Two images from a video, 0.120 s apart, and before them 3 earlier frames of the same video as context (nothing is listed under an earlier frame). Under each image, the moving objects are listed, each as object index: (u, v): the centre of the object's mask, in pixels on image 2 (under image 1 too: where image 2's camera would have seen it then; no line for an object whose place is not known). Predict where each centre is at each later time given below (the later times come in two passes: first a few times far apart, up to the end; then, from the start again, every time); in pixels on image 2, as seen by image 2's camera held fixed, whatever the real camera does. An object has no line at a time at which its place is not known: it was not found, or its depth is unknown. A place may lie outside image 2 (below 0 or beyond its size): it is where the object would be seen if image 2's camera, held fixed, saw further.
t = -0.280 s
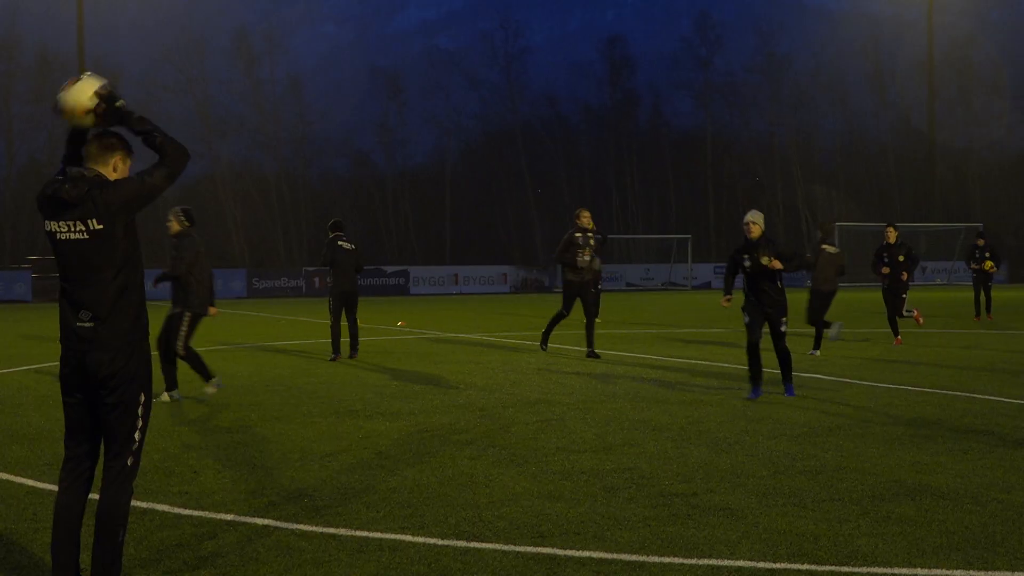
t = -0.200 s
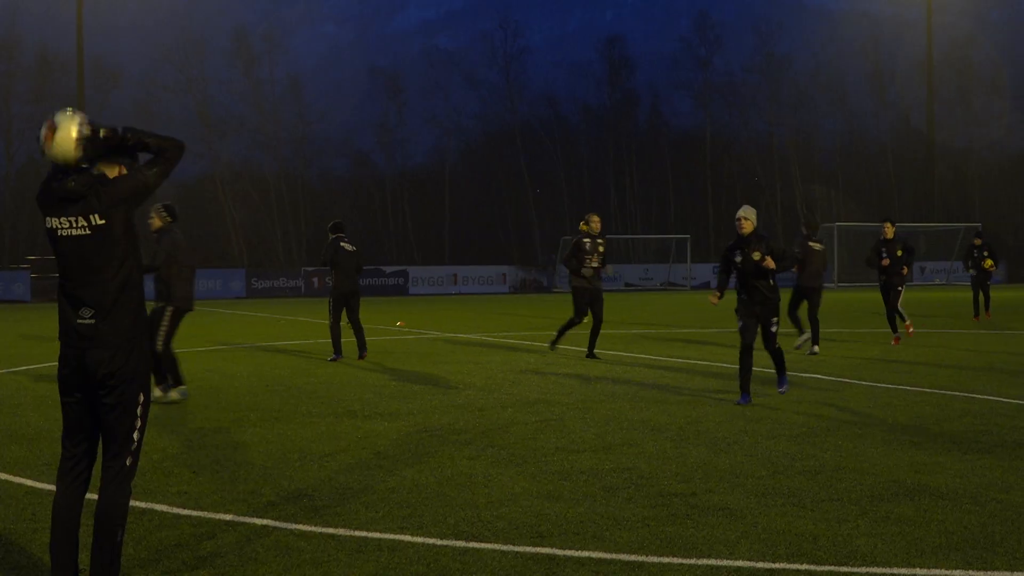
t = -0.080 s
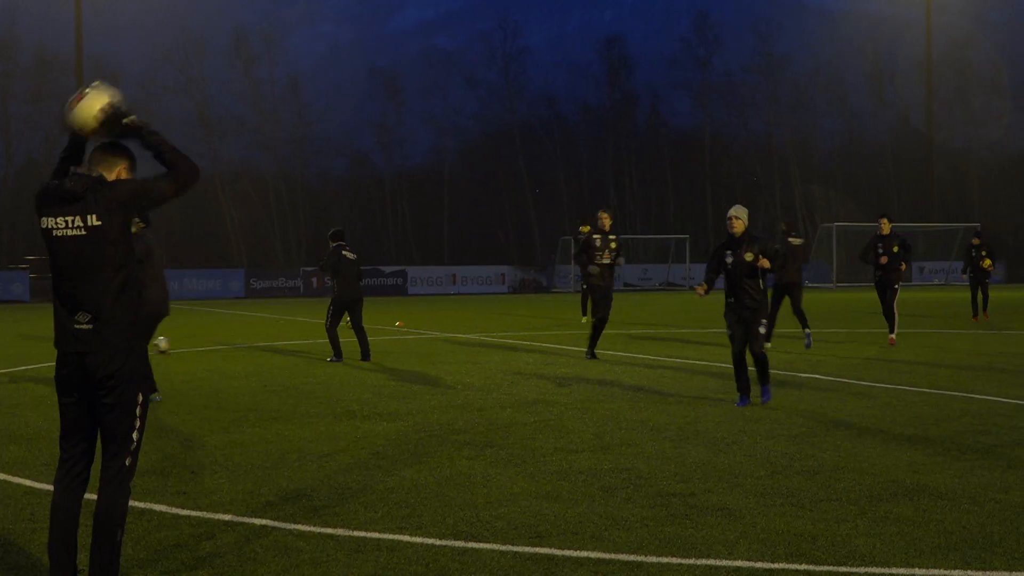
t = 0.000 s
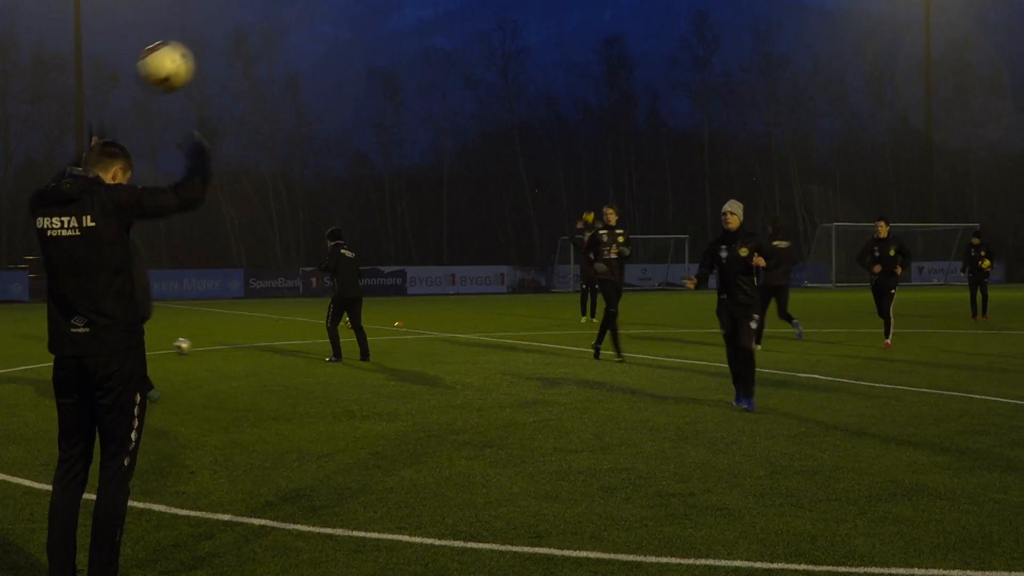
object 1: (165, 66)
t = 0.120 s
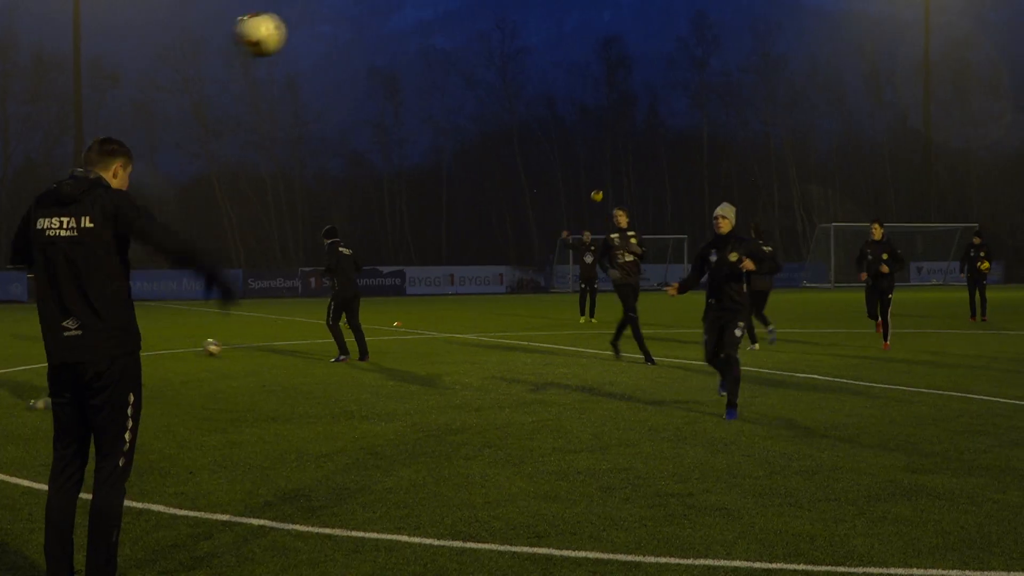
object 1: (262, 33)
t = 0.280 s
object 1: (366, 40)
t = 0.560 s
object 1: (505, 145)
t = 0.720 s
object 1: (568, 242)
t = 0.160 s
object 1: (289, 30)
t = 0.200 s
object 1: (316, 31)
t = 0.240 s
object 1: (341, 34)
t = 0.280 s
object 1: (366, 40)
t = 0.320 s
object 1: (389, 48)
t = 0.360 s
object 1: (411, 59)
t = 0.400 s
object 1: (432, 72)
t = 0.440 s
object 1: (451, 88)
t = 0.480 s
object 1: (470, 105)
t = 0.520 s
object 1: (488, 124)
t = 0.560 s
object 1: (505, 145)
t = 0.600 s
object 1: (521, 167)
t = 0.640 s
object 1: (538, 191)
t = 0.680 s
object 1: (553, 216)
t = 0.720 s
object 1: (568, 242)
